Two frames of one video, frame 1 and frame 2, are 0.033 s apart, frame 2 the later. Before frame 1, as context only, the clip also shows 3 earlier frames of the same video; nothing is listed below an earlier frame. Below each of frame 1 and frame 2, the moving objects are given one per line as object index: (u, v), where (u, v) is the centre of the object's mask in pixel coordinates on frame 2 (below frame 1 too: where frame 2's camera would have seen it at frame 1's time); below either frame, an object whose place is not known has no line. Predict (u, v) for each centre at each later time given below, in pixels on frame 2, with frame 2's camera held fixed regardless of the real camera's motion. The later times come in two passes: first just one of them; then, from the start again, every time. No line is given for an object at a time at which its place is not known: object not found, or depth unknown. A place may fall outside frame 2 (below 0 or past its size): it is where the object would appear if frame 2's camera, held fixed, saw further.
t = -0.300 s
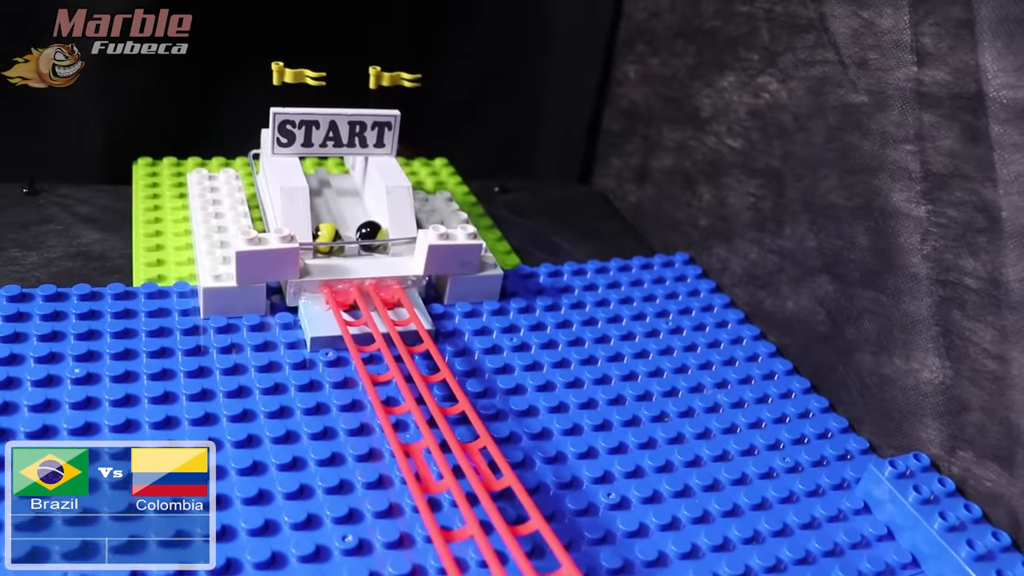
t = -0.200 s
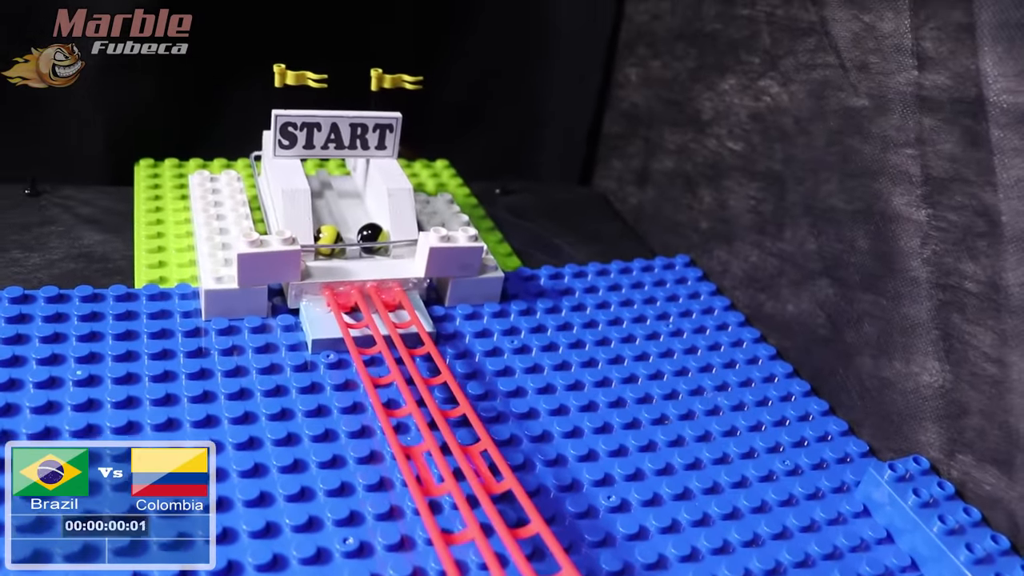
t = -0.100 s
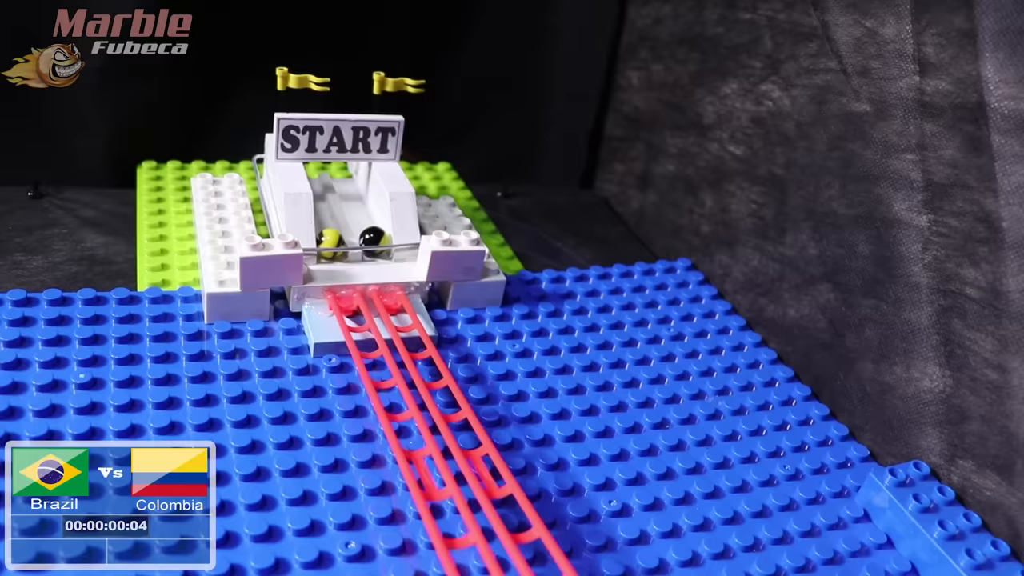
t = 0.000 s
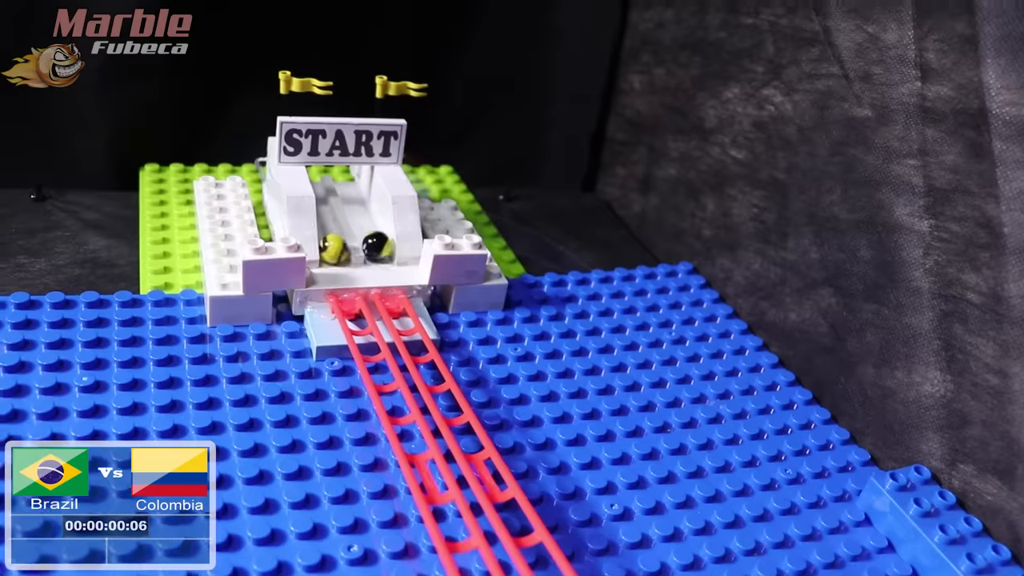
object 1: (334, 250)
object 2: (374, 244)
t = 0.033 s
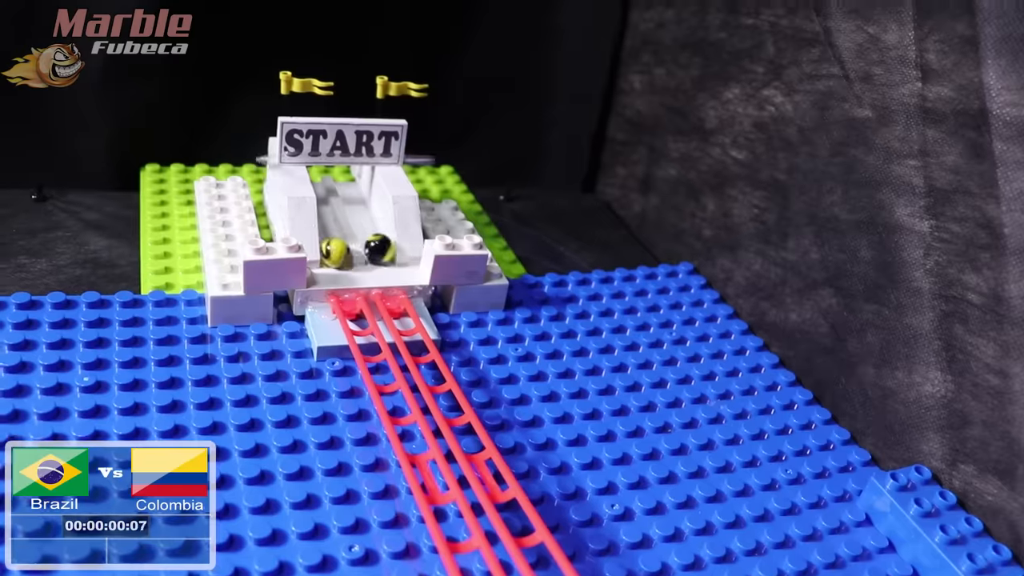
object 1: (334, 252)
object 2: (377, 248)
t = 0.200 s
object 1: (355, 299)
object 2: (395, 297)
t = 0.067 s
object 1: (338, 257)
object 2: (379, 253)
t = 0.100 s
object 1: (340, 264)
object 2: (383, 258)
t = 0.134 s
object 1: (343, 272)
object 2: (387, 266)
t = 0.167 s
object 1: (345, 287)
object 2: (390, 273)
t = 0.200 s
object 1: (355, 299)
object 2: (395, 297)
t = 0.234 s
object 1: (359, 311)
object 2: (404, 308)
